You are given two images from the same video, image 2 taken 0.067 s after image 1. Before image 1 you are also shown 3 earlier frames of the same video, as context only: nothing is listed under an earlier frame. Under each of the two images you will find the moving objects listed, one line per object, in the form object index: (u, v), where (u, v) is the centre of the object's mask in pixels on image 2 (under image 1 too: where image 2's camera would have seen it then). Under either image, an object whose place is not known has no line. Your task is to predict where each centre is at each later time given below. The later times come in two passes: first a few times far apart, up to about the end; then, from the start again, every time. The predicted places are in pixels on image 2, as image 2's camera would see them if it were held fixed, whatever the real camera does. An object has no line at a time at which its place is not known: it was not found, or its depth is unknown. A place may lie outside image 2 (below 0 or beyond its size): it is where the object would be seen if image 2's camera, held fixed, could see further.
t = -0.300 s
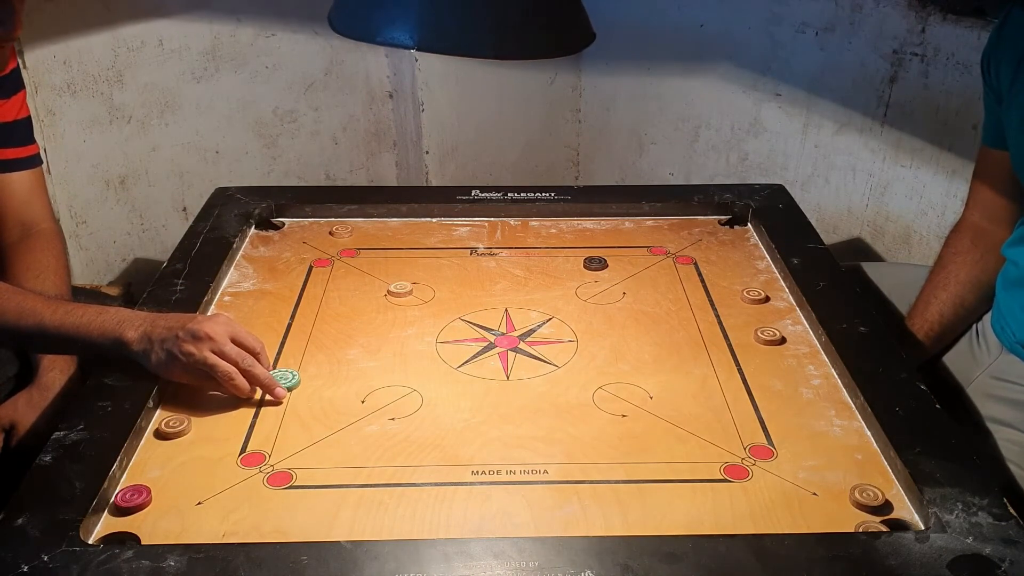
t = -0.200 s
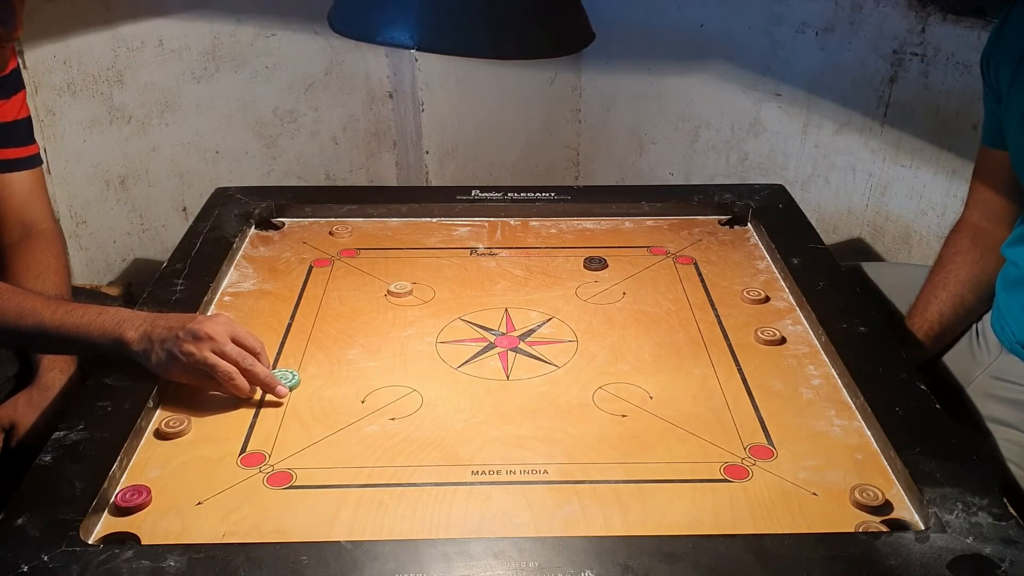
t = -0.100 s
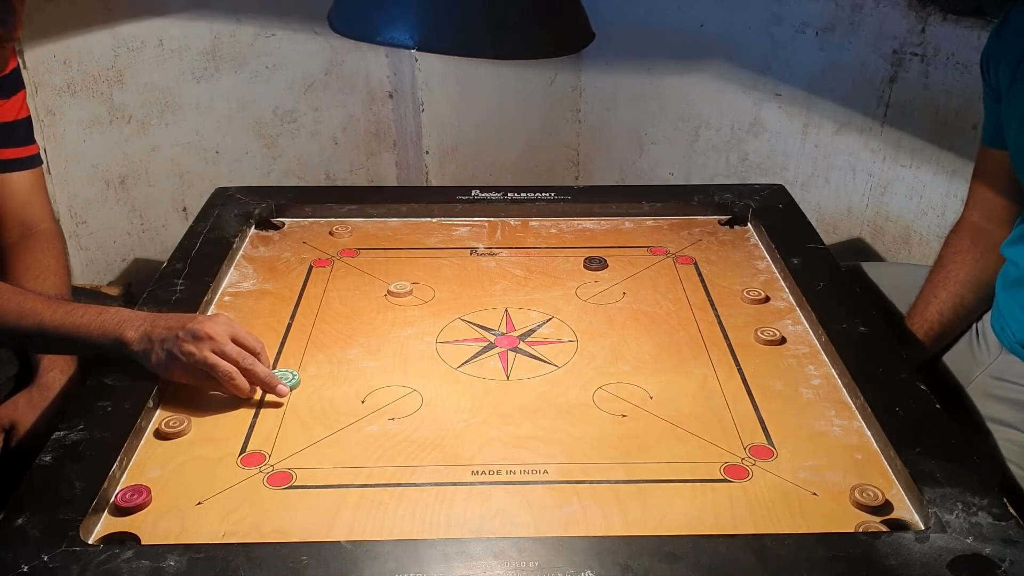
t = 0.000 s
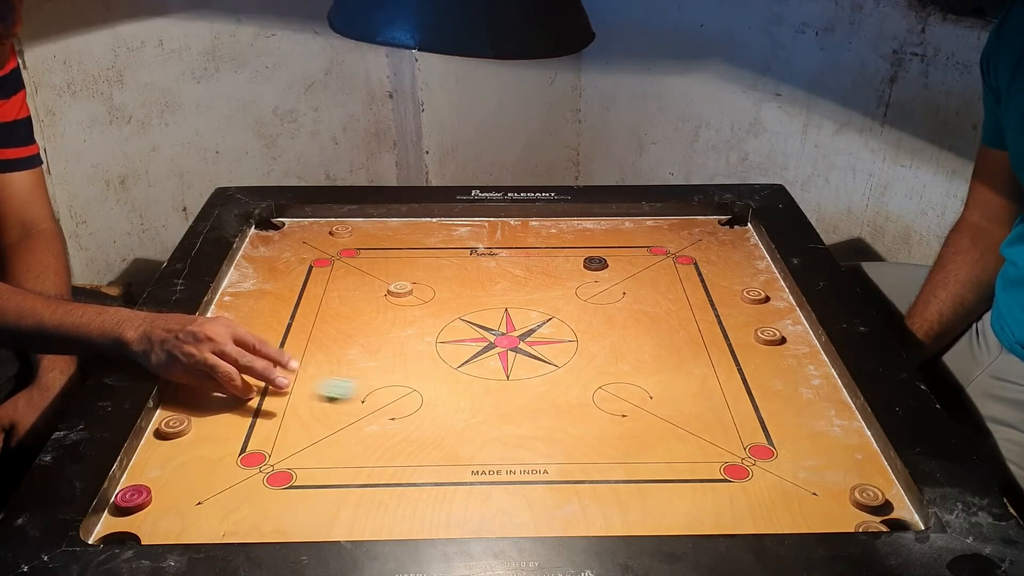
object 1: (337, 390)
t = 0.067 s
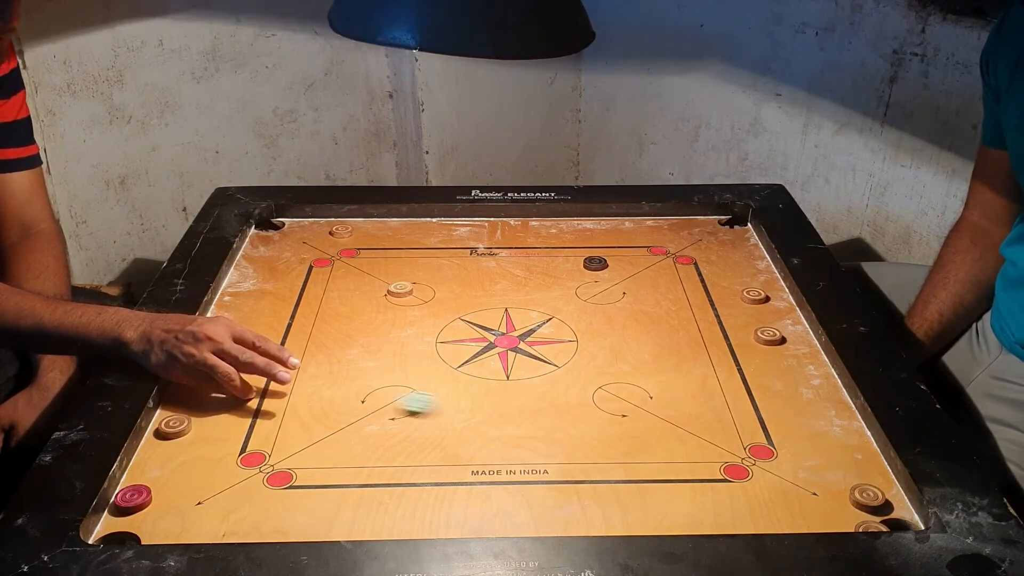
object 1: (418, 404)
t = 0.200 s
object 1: (575, 431)
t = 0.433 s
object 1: (834, 476)
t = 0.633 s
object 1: (805, 478)
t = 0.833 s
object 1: (750, 479)
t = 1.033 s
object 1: (742, 478)
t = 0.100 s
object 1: (457, 410)
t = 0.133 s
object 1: (497, 417)
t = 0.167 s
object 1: (535, 424)
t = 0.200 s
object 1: (575, 431)
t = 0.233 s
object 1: (613, 438)
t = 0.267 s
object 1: (652, 444)
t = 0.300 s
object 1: (690, 451)
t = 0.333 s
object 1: (728, 457)
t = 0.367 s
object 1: (764, 464)
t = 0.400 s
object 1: (801, 470)
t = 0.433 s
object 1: (834, 476)
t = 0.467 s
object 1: (862, 477)
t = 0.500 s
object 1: (869, 478)
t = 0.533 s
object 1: (852, 478)
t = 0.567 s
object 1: (835, 478)
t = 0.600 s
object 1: (819, 478)
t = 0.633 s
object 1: (805, 478)
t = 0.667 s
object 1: (792, 479)
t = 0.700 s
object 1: (781, 479)
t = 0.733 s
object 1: (771, 479)
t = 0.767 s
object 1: (763, 479)
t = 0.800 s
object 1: (756, 478)
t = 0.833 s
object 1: (750, 479)
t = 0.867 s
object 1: (746, 478)
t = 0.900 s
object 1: (743, 478)
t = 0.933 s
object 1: (742, 478)
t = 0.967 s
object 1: (742, 478)
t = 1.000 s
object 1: (742, 478)
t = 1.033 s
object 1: (742, 478)
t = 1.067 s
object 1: (742, 478)
